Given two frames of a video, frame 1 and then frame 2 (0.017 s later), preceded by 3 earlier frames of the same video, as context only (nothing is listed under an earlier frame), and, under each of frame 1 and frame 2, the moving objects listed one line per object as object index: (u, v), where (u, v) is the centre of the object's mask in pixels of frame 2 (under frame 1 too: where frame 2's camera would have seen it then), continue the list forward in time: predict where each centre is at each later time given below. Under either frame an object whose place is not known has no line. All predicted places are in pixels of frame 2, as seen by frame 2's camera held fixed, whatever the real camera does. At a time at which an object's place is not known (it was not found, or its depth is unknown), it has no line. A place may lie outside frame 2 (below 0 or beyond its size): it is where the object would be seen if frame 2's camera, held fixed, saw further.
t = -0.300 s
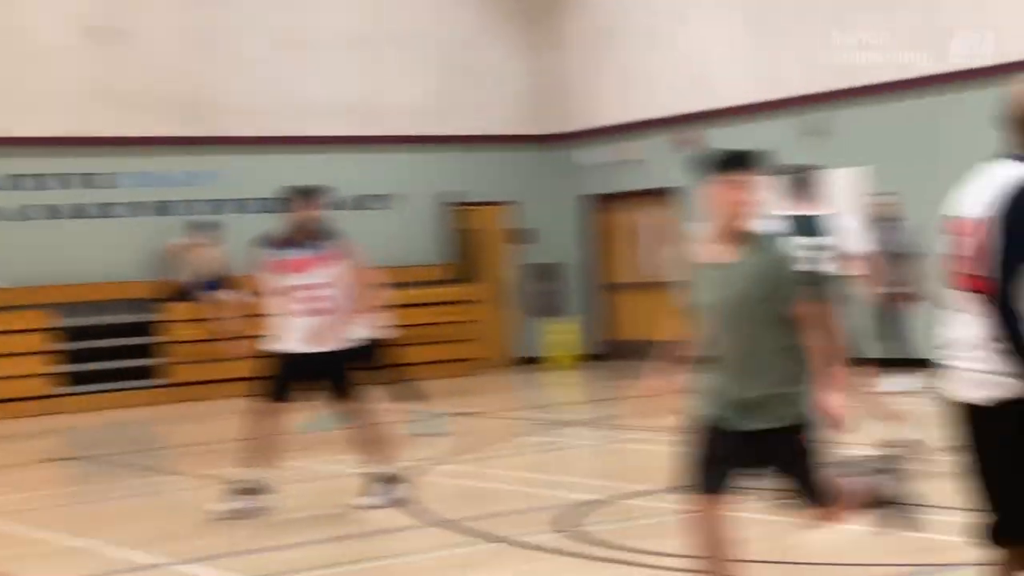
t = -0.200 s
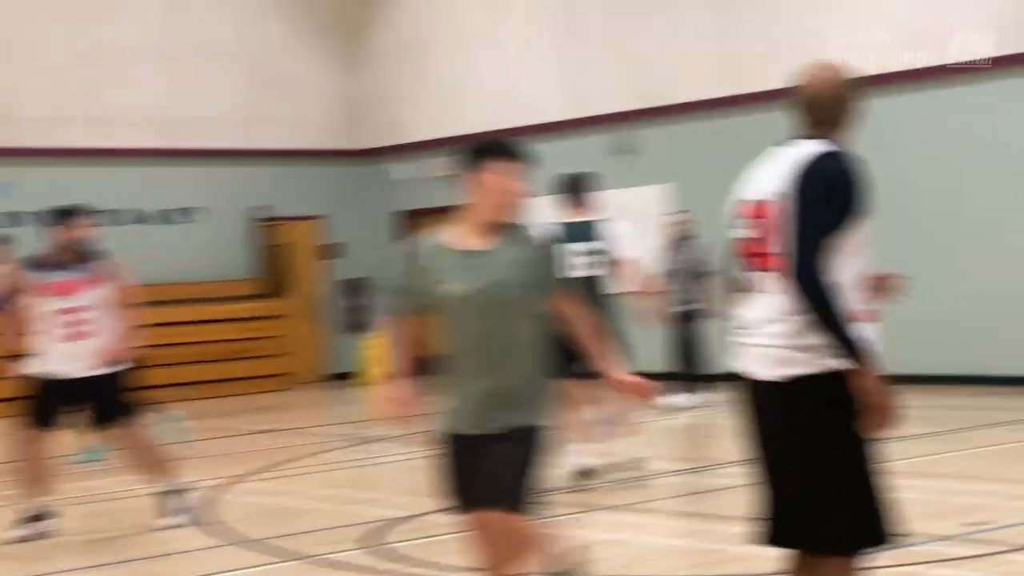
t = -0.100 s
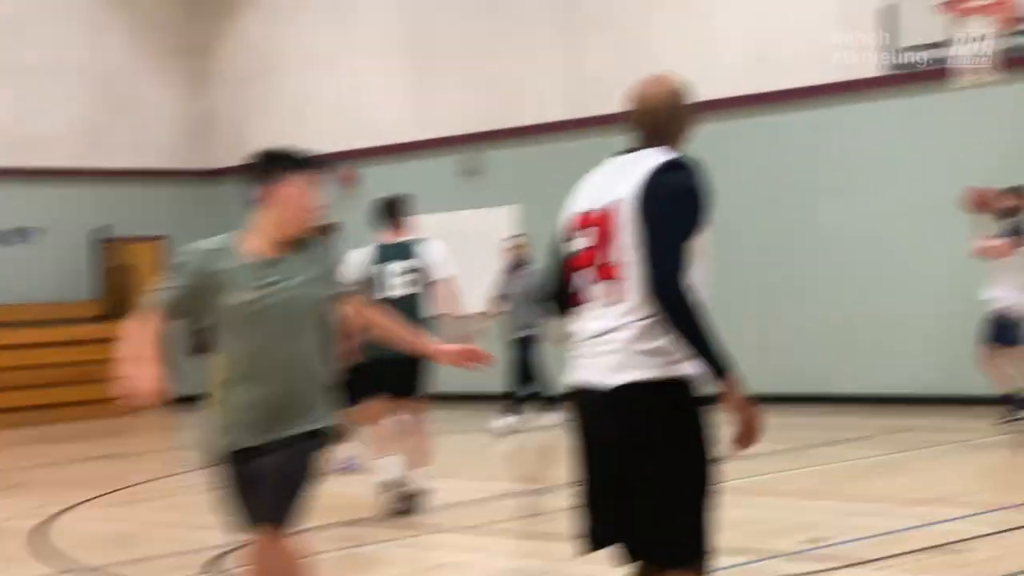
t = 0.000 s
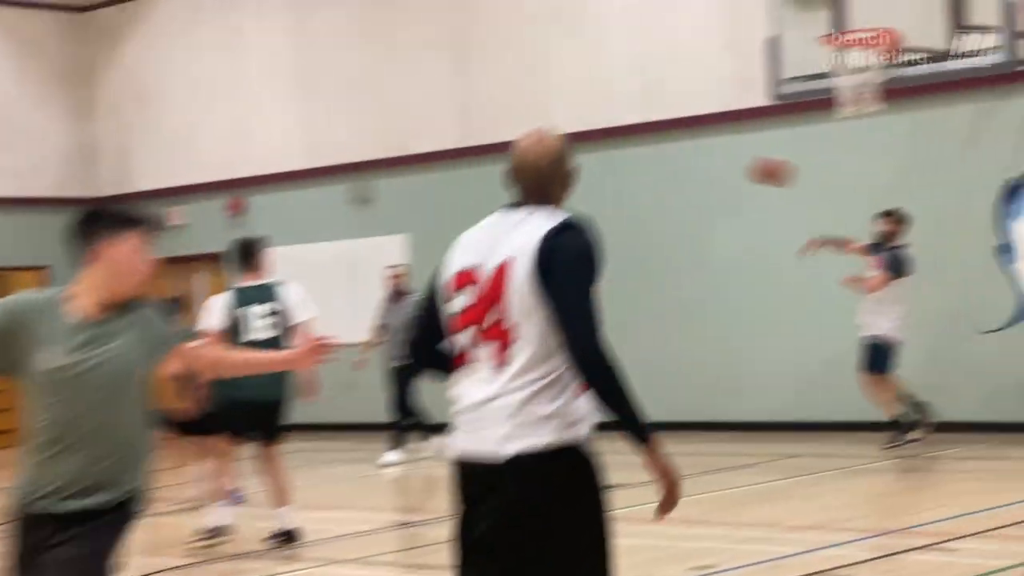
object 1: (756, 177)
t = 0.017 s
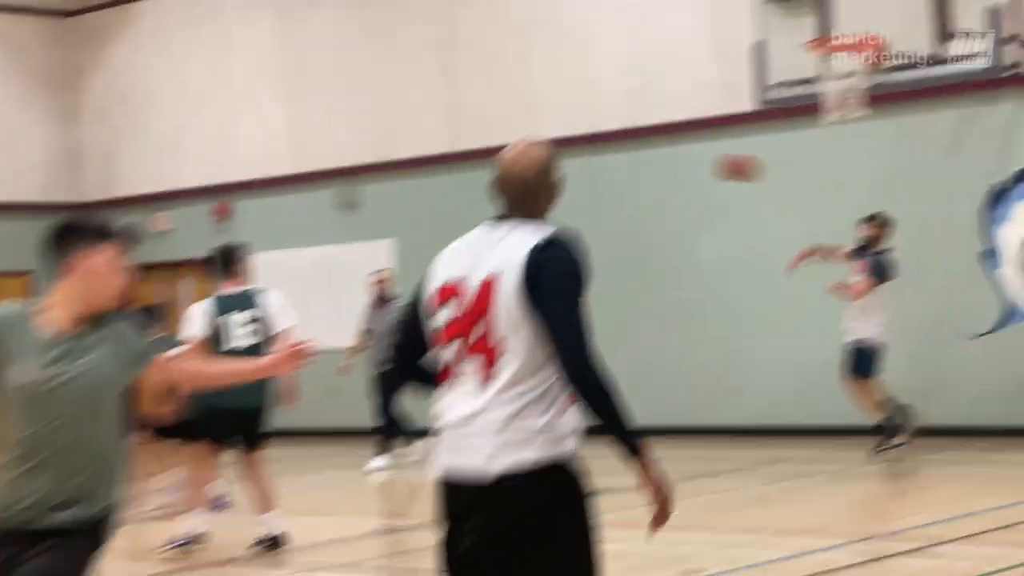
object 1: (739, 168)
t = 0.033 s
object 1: (721, 159)
